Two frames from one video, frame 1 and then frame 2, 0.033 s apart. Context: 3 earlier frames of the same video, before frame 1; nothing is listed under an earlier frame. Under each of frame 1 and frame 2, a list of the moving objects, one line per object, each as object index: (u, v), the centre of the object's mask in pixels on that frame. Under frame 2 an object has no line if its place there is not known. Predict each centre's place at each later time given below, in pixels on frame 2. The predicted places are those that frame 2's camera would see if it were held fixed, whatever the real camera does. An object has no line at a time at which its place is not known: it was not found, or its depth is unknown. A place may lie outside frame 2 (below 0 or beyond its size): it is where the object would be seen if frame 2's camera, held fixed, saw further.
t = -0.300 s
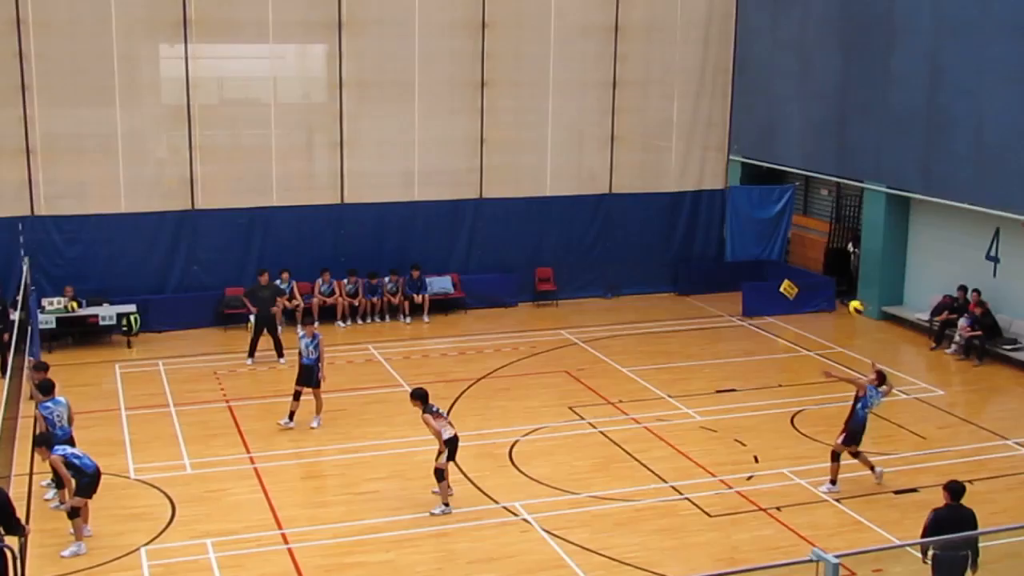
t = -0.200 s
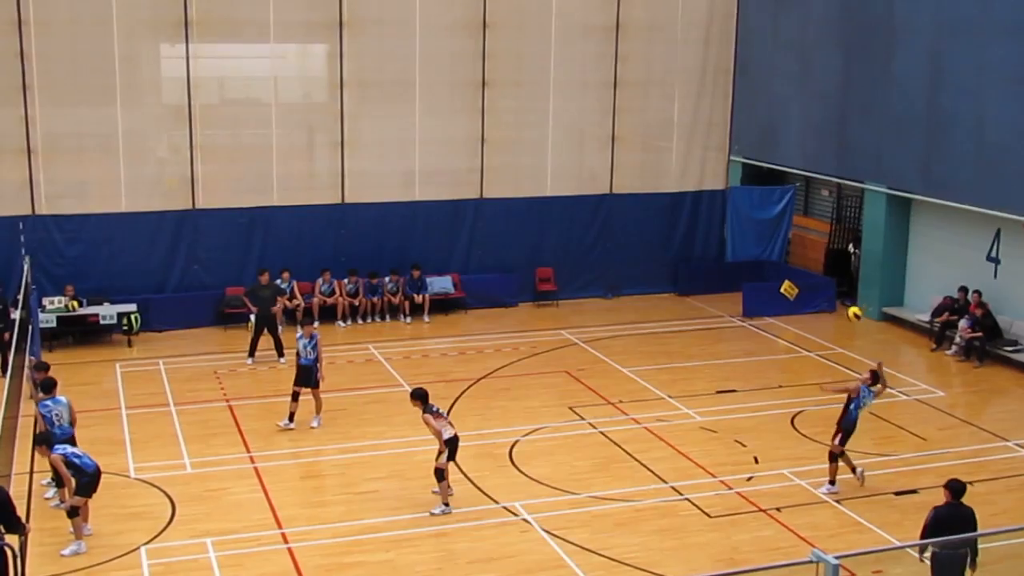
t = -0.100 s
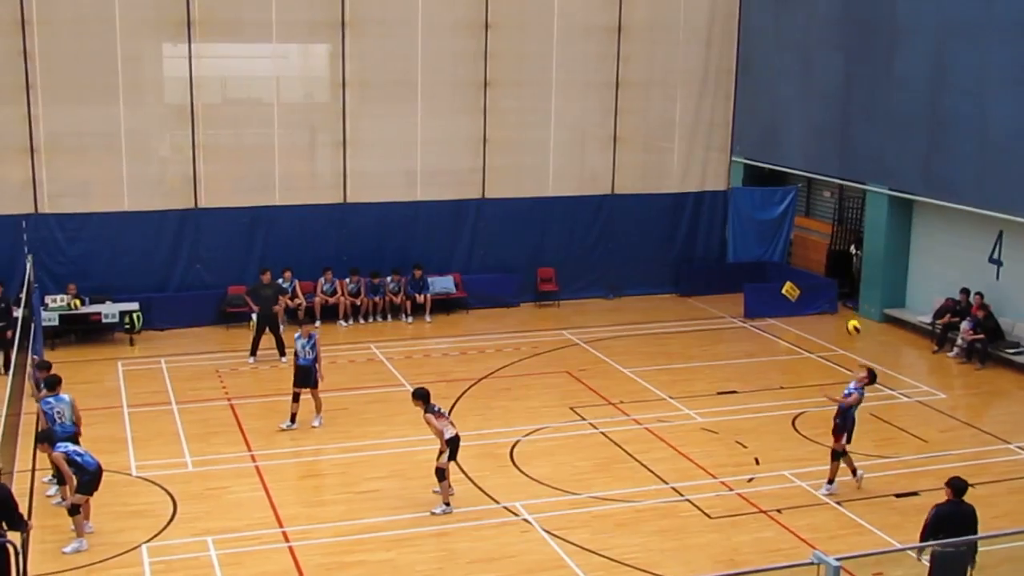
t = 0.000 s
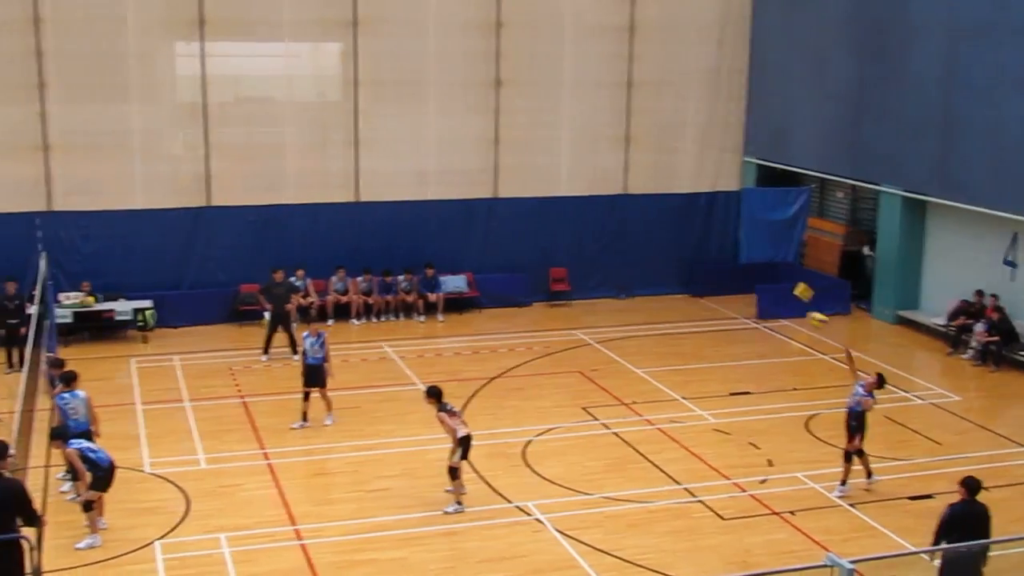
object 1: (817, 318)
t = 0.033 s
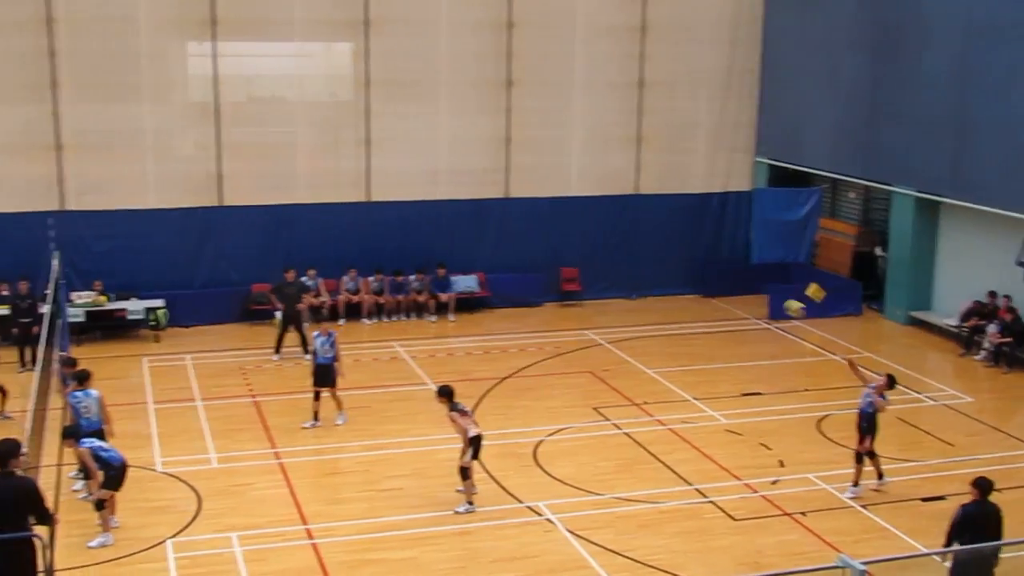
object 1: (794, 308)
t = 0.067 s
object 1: (759, 296)
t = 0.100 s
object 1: (724, 286)
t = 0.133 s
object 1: (689, 277)
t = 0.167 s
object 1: (653, 267)
